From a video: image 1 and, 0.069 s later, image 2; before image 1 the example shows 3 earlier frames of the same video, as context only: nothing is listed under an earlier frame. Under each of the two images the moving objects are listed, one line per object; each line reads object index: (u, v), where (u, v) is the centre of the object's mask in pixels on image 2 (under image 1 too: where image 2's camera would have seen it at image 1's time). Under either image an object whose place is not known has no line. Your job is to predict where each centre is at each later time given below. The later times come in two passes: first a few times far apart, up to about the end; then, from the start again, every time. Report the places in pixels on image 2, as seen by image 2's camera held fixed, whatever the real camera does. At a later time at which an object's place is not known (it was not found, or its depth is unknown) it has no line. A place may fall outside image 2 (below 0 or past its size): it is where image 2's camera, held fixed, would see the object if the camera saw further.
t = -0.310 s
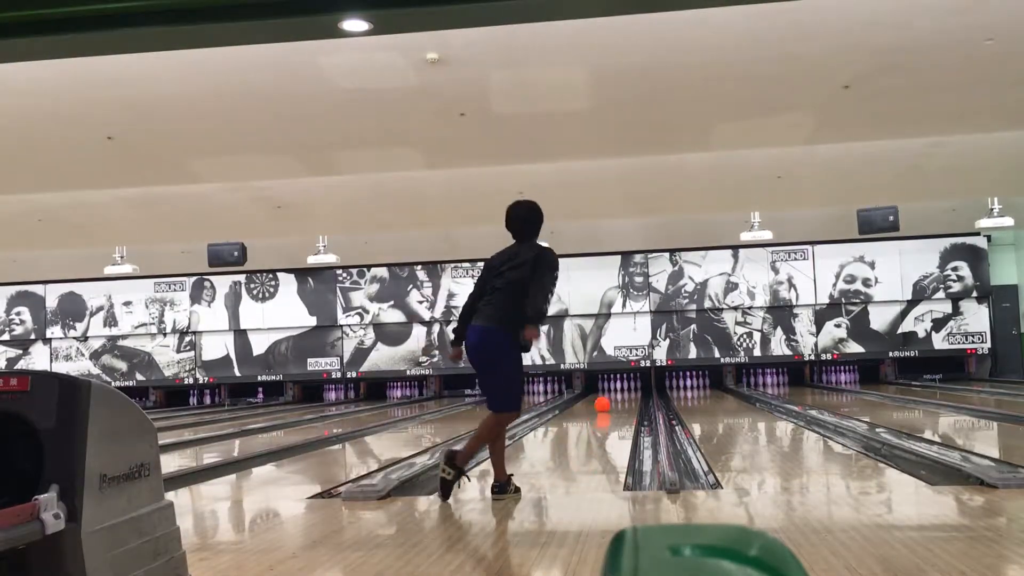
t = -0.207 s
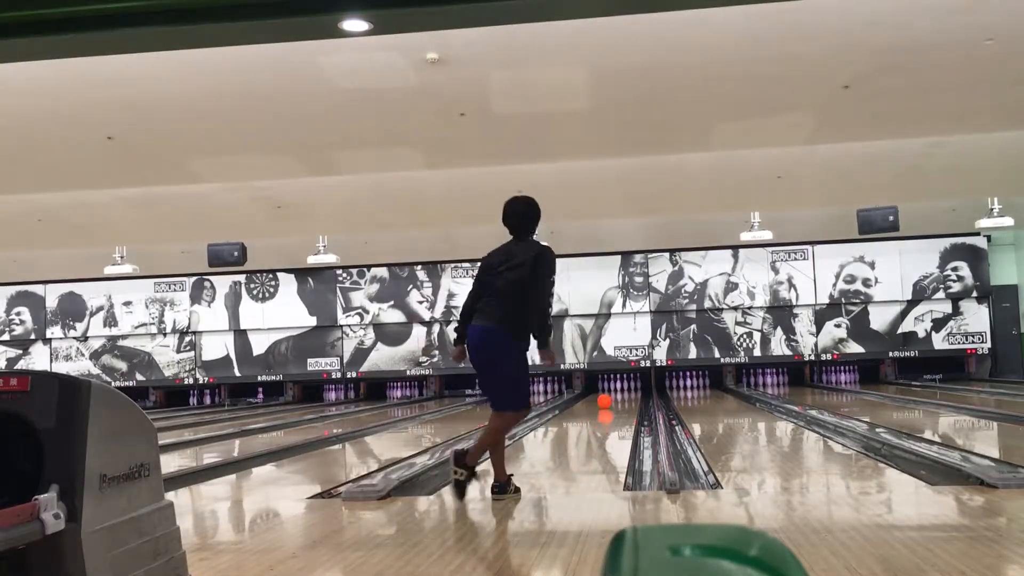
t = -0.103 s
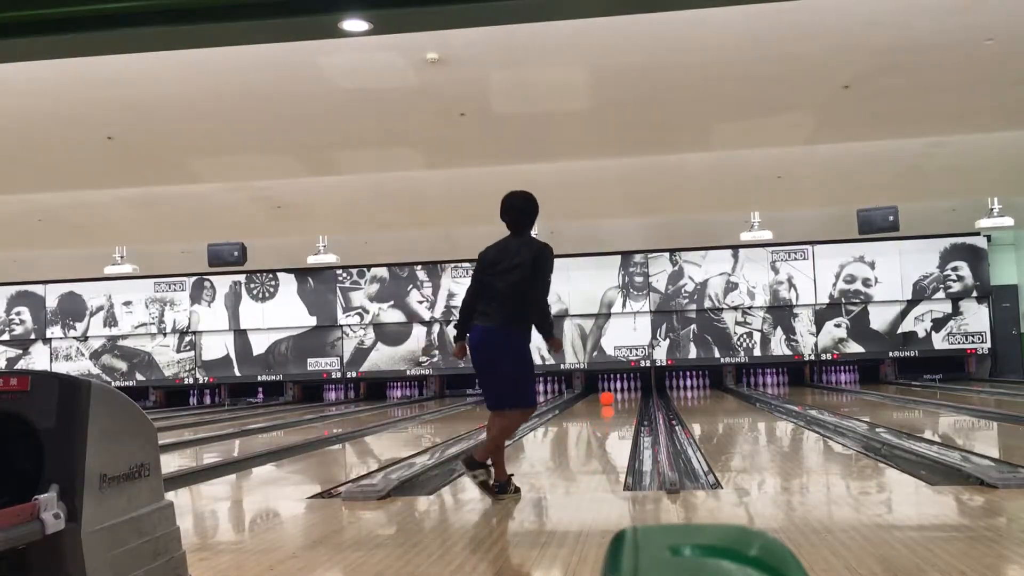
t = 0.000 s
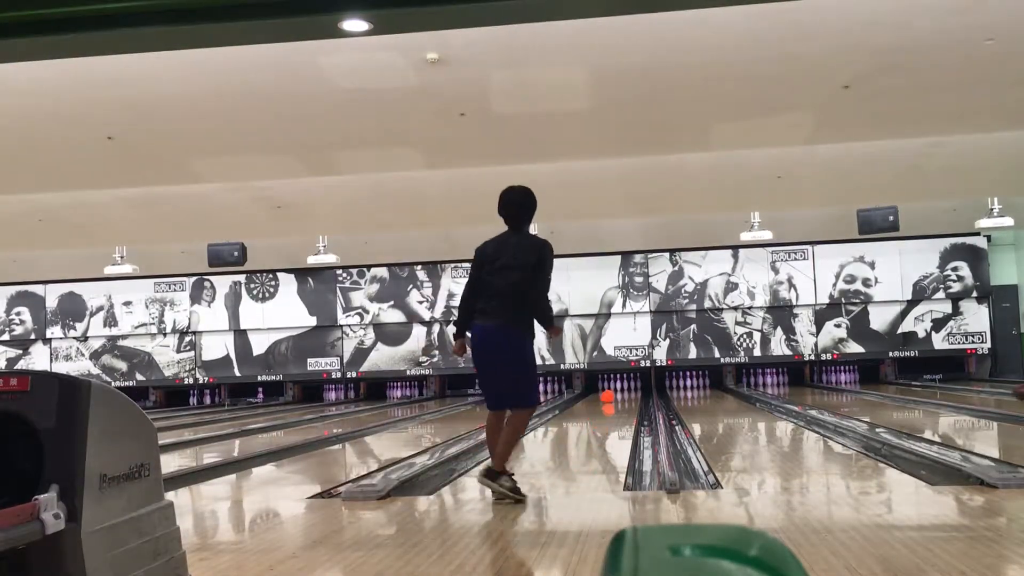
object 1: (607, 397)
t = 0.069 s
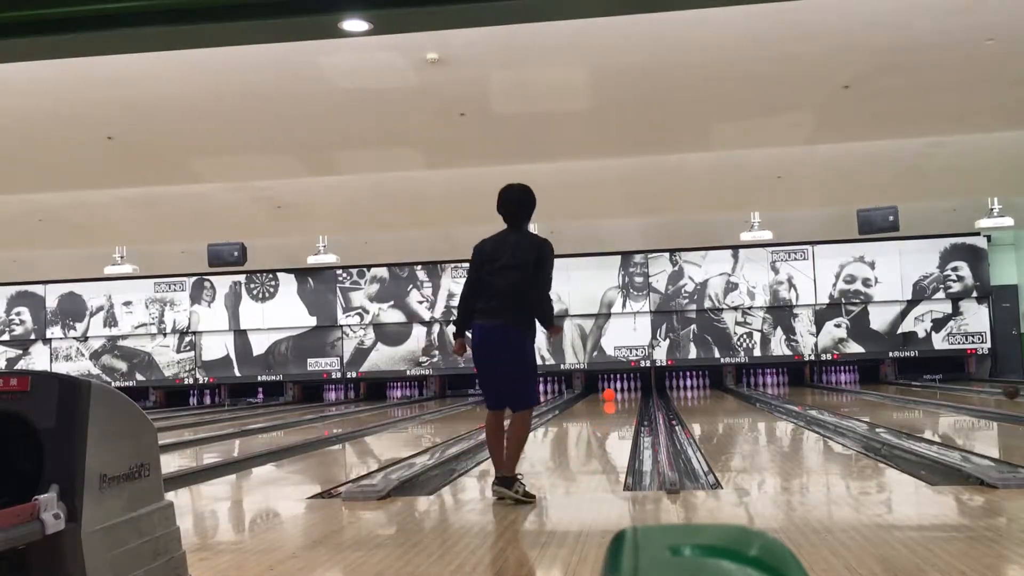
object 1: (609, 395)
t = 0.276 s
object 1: (611, 392)
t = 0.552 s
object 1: (614, 388)
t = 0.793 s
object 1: (604, 387)
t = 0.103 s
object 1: (609, 395)
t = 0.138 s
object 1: (609, 394)
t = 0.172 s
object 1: (609, 394)
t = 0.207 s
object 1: (610, 393)
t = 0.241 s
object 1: (610, 393)
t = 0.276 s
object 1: (611, 392)
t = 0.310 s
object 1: (611, 391)
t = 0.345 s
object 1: (611, 390)
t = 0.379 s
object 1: (612, 390)
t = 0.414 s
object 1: (612, 390)
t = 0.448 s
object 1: (613, 388)
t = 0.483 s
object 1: (613, 388)
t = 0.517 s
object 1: (614, 388)
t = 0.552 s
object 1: (614, 388)
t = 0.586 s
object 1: (614, 388)
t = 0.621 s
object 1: (614, 387)
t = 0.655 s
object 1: (613, 387)
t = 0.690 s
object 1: (610, 386)
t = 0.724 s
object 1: (608, 387)
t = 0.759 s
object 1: (605, 387)
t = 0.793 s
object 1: (604, 387)
